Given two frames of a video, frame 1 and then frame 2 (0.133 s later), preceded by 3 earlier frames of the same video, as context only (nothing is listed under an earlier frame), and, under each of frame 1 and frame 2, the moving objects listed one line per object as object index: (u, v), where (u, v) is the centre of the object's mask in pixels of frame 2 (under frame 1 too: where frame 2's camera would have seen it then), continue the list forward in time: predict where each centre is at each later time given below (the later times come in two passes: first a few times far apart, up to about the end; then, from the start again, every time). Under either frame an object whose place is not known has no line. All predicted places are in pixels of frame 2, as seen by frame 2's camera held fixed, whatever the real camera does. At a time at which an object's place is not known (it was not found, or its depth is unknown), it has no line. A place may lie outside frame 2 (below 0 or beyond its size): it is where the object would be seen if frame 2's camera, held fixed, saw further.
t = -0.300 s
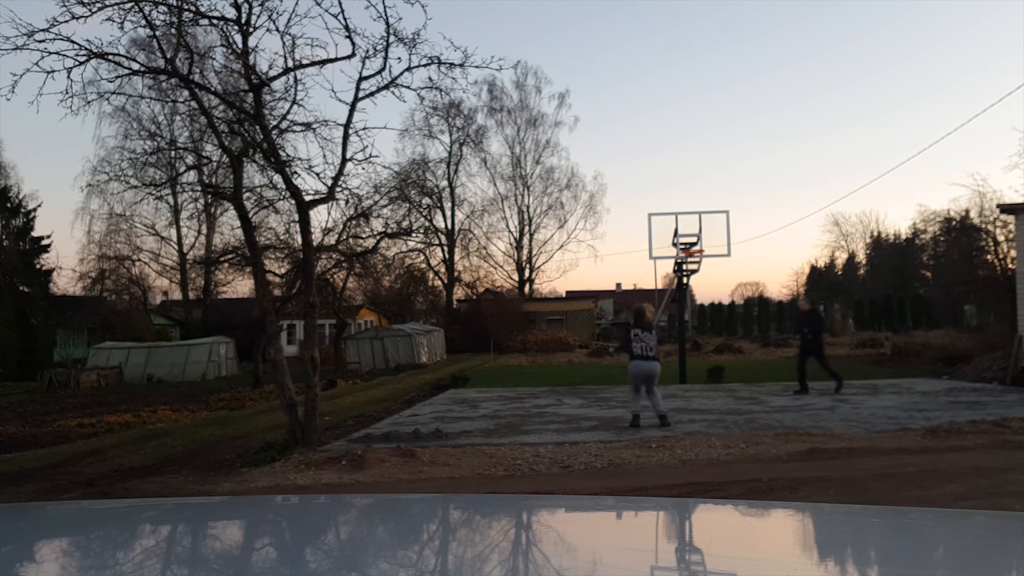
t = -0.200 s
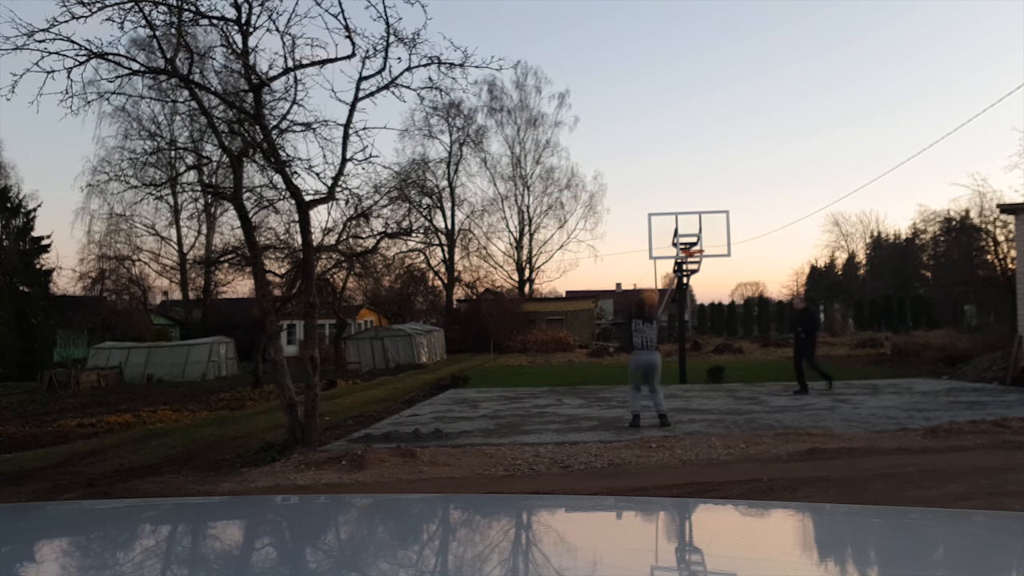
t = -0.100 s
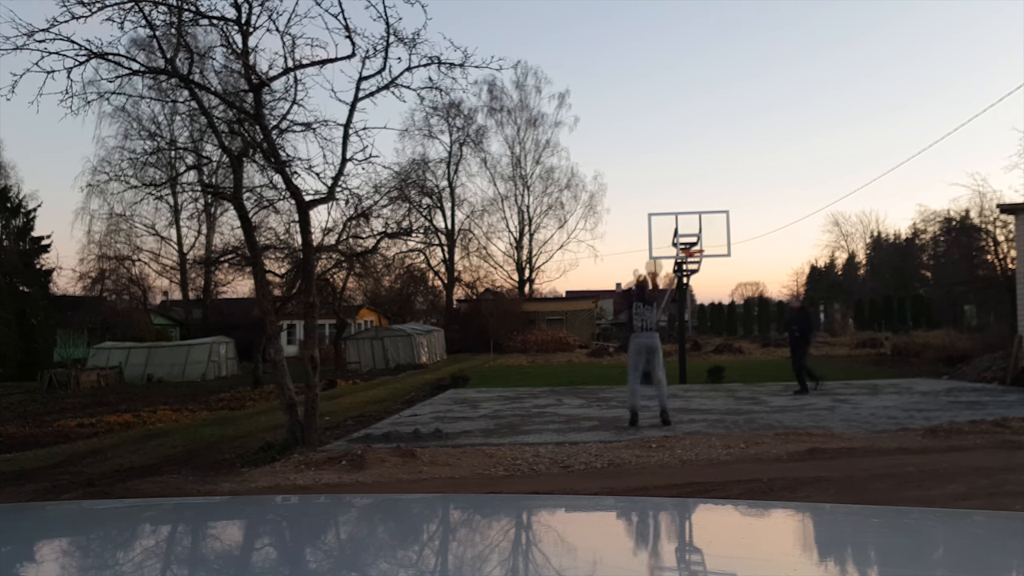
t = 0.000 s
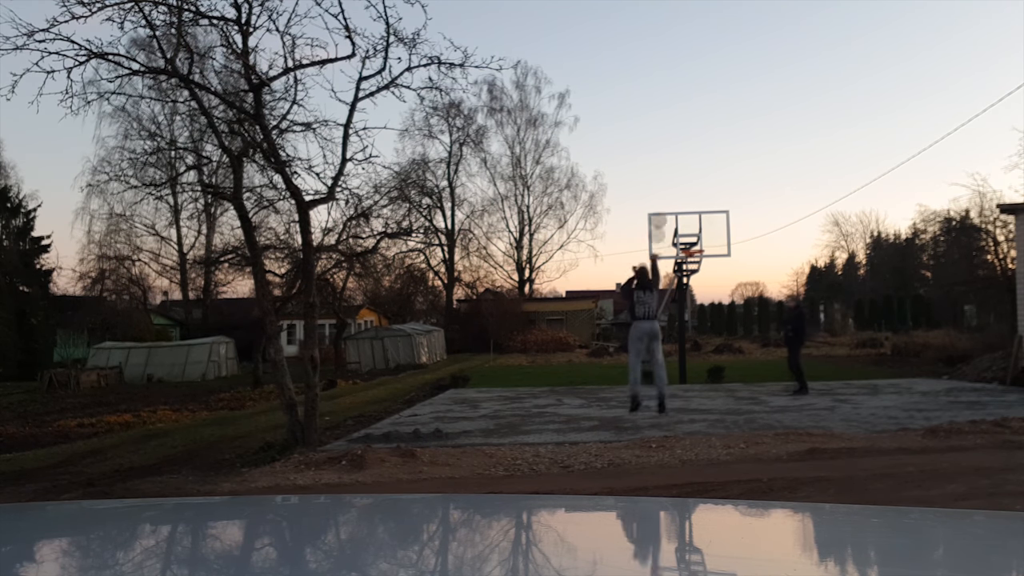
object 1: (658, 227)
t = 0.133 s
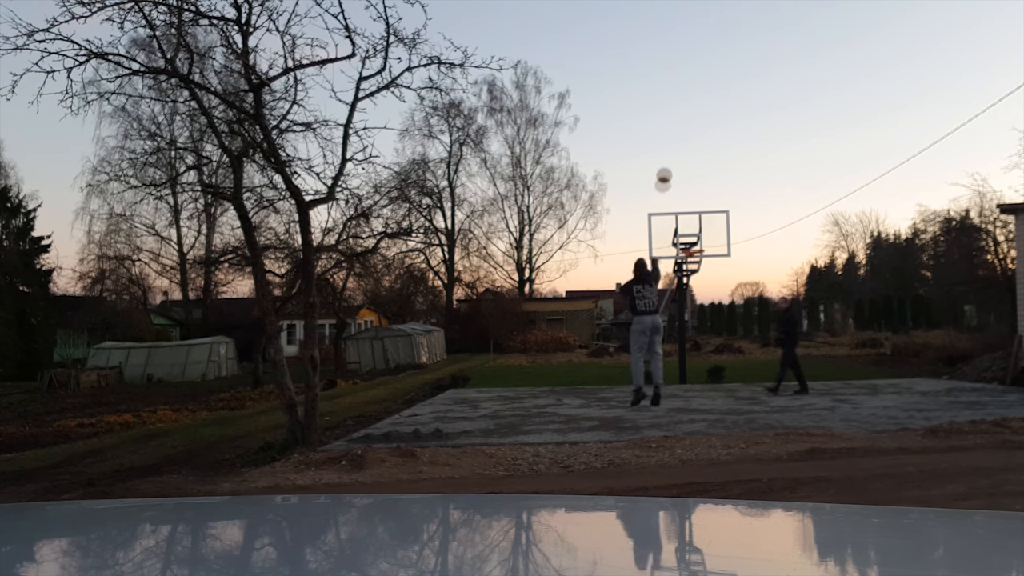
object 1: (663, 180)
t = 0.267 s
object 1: (668, 150)
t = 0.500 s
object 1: (676, 131)
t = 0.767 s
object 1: (683, 148)
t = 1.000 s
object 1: (687, 186)
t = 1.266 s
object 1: (693, 244)
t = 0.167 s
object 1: (664, 170)
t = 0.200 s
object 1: (666, 162)
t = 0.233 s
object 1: (667, 155)
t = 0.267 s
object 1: (668, 150)
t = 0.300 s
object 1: (669, 145)
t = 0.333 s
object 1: (671, 141)
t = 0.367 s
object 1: (672, 137)
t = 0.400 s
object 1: (673, 135)
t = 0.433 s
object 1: (674, 133)
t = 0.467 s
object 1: (675, 132)
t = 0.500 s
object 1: (676, 131)
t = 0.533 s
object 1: (677, 131)
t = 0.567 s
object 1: (678, 132)
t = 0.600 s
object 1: (679, 133)
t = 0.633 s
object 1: (680, 135)
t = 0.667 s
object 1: (681, 137)
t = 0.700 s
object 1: (681, 139)
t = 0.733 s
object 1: (682, 144)
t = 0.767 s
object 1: (683, 148)
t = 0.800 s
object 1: (684, 152)
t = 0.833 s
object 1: (684, 157)
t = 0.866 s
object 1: (685, 162)
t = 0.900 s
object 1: (686, 168)
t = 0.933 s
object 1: (686, 173)
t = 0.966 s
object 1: (687, 180)
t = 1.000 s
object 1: (687, 186)
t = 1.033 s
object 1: (688, 193)
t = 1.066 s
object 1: (688, 201)
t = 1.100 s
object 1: (689, 208)
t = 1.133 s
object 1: (690, 217)
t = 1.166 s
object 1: (690, 225)
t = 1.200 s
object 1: (691, 233)
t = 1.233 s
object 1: (692, 242)
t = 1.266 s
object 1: (693, 244)
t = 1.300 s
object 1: (695, 250)
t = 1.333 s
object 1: (699, 259)
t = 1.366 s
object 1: (700, 263)
